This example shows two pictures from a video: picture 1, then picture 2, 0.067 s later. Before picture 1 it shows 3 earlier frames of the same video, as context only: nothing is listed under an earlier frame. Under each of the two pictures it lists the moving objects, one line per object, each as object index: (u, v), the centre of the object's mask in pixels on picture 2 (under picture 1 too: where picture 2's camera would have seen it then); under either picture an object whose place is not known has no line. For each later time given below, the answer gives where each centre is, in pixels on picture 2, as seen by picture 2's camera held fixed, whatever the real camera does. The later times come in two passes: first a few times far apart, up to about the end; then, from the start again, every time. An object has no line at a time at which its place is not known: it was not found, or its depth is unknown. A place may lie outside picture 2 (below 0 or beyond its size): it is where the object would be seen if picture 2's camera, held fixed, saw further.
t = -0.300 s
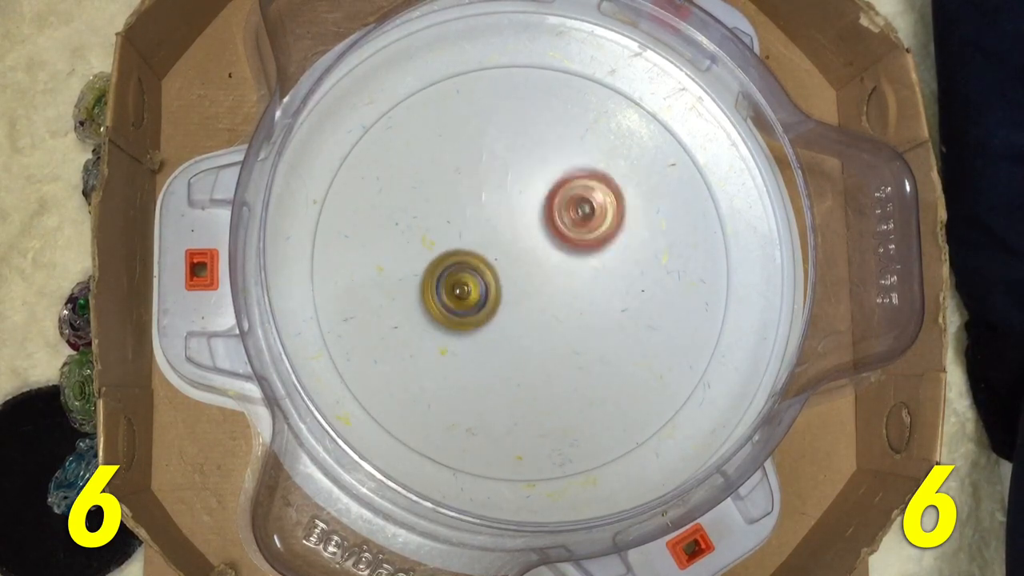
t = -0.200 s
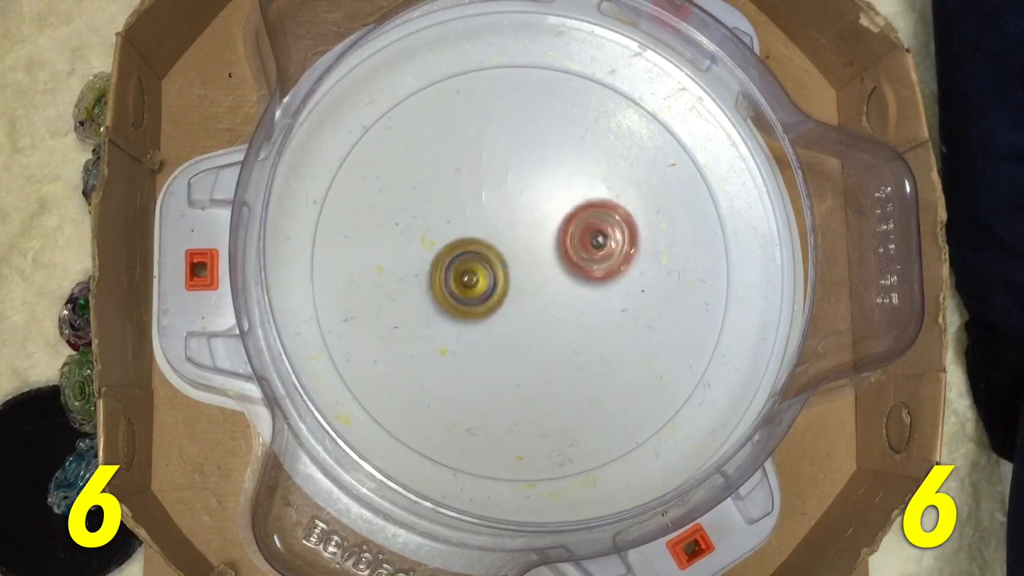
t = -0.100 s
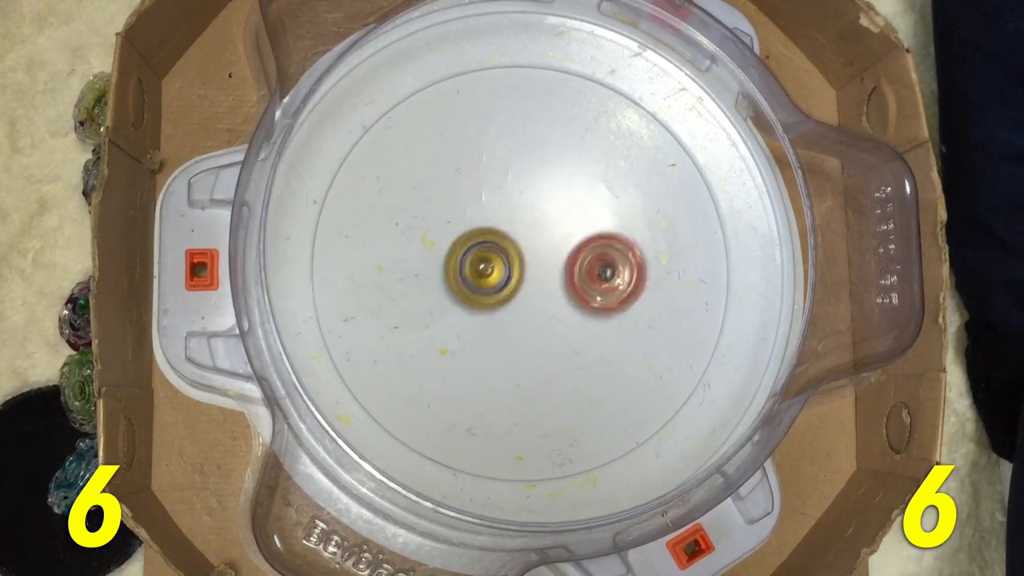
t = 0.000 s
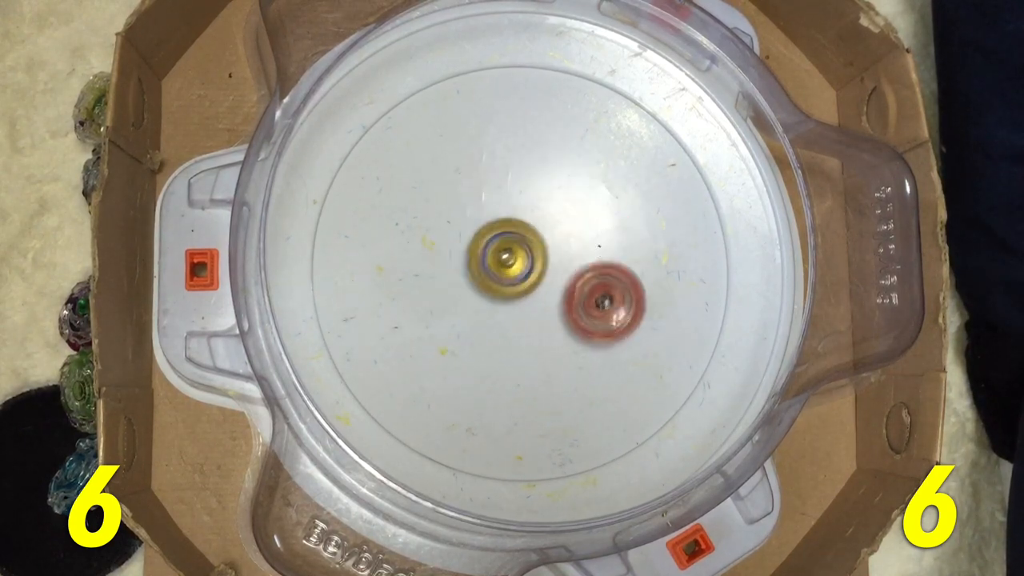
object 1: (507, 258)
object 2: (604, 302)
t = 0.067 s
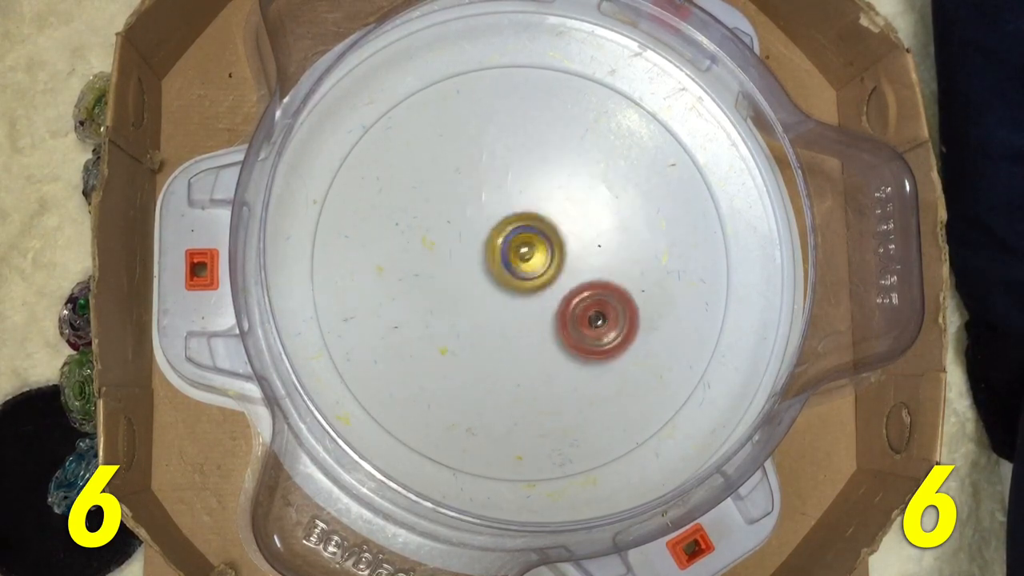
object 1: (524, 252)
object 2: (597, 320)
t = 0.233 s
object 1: (567, 244)
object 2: (569, 344)
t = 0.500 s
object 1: (594, 260)
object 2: (501, 328)
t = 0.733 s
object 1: (573, 277)
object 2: (462, 274)
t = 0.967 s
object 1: (527, 270)
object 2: (468, 211)
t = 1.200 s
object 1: (507, 273)
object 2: (499, 159)
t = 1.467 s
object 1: (505, 257)
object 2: (558, 184)
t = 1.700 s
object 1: (505, 255)
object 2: (600, 247)
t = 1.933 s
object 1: (512, 262)
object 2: (581, 307)
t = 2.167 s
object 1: (513, 247)
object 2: (526, 336)
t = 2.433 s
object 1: (541, 230)
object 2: (472, 300)
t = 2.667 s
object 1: (570, 233)
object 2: (486, 250)
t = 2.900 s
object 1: (594, 280)
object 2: (520, 236)
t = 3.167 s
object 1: (569, 354)
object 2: (542, 243)
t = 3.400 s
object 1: (519, 359)
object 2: (528, 275)
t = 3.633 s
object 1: (454, 311)
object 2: (556, 242)
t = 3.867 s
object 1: (497, 262)
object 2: (571, 233)
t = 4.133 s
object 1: (502, 282)
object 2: (580, 258)
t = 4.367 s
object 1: (488, 267)
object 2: (565, 265)
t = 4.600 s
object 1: (516, 228)
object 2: (566, 277)
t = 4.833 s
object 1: (533, 202)
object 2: (562, 280)
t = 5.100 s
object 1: (511, 217)
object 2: (541, 282)
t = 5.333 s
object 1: (513, 214)
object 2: (535, 286)
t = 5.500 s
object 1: (516, 211)
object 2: (528, 281)
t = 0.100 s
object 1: (534, 250)
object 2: (593, 328)
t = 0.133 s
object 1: (544, 247)
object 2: (588, 335)
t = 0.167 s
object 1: (551, 246)
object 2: (583, 339)
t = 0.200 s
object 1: (560, 245)
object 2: (577, 342)
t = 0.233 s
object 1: (567, 244)
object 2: (569, 344)
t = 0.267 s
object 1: (572, 244)
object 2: (562, 345)
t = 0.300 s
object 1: (578, 245)
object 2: (553, 346)
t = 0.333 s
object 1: (583, 246)
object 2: (544, 346)
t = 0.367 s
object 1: (587, 248)
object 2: (537, 345)
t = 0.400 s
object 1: (590, 251)
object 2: (528, 341)
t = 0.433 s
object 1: (592, 252)
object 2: (519, 337)
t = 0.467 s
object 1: (594, 256)
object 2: (509, 333)
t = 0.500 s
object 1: (594, 260)
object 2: (501, 328)
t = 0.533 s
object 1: (593, 262)
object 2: (494, 323)
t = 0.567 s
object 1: (592, 265)
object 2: (487, 316)
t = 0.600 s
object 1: (590, 269)
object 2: (480, 307)
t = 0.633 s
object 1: (587, 271)
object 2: (474, 299)
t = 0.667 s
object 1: (583, 274)
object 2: (469, 291)
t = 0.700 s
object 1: (578, 276)
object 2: (464, 283)
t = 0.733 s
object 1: (573, 277)
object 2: (462, 274)
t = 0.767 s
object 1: (567, 278)
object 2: (460, 264)
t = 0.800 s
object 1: (561, 278)
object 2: (459, 253)
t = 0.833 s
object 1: (554, 278)
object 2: (459, 244)
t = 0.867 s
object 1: (548, 277)
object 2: (459, 236)
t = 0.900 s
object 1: (541, 275)
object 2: (461, 227)
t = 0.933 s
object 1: (533, 273)
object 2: (464, 218)
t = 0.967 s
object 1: (527, 270)
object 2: (468, 211)
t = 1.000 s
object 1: (523, 274)
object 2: (468, 198)
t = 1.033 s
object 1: (521, 278)
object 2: (470, 186)
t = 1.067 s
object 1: (517, 278)
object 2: (475, 179)
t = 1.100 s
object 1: (514, 277)
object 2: (480, 172)
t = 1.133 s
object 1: (512, 276)
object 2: (486, 165)
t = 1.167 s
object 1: (509, 275)
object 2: (492, 161)
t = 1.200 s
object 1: (507, 273)
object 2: (499, 159)
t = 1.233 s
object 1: (506, 271)
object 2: (506, 158)
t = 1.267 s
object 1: (504, 269)
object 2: (513, 157)
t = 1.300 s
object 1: (503, 268)
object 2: (520, 158)
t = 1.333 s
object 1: (502, 265)
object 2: (528, 161)
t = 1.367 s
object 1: (502, 263)
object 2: (536, 166)
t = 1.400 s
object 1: (503, 261)
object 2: (544, 172)
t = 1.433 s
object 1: (504, 258)
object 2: (552, 177)
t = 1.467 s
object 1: (505, 257)
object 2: (558, 184)
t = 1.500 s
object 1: (507, 254)
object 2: (565, 193)
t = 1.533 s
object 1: (509, 253)
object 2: (572, 202)
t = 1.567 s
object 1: (507, 252)
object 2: (582, 209)
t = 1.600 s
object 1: (506, 252)
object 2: (590, 218)
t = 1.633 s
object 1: (507, 254)
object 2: (594, 228)
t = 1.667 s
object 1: (504, 254)
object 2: (598, 238)
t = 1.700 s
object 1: (505, 255)
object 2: (600, 247)
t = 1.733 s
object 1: (506, 255)
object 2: (601, 255)
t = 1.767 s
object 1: (505, 257)
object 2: (600, 265)
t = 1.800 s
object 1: (507, 256)
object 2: (598, 275)
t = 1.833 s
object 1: (507, 258)
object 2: (597, 283)
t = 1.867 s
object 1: (508, 259)
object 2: (592, 291)
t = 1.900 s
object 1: (509, 259)
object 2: (587, 299)
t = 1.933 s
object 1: (512, 262)
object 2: (581, 307)
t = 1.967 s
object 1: (512, 261)
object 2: (575, 313)
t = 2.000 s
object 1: (513, 260)
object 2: (568, 320)
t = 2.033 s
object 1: (514, 258)
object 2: (559, 325)
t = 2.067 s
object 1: (512, 254)
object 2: (553, 332)
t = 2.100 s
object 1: (513, 251)
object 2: (545, 336)
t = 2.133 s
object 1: (514, 251)
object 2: (536, 337)
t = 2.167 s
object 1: (513, 247)
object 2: (526, 336)
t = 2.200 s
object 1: (514, 243)
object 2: (521, 334)
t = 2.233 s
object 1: (517, 243)
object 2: (513, 331)
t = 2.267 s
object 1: (516, 241)
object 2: (504, 326)
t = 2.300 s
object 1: (519, 238)
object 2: (499, 322)
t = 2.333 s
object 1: (523, 238)
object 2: (493, 315)
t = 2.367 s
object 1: (525, 238)
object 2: (486, 309)
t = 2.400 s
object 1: (533, 233)
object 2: (477, 306)
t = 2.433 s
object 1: (541, 230)
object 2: (472, 300)
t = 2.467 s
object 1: (547, 227)
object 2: (468, 292)
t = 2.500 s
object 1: (553, 228)
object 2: (469, 284)
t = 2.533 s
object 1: (558, 227)
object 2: (470, 275)
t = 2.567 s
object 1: (562, 228)
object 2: (473, 268)
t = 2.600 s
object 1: (566, 228)
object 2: (477, 262)
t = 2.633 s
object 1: (568, 230)
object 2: (482, 255)
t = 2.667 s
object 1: (570, 233)
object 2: (486, 250)
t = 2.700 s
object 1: (574, 236)
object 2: (492, 245)
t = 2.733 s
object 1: (581, 244)
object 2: (491, 240)
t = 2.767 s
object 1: (587, 252)
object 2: (493, 237)
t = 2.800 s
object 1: (592, 259)
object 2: (499, 235)
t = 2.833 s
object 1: (593, 266)
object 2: (504, 233)
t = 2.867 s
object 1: (594, 272)
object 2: (512, 235)
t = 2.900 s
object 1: (594, 280)
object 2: (520, 236)
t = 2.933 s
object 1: (594, 289)
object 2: (523, 237)
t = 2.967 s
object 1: (594, 299)
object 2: (528, 237)
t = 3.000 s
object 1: (592, 308)
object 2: (531, 238)
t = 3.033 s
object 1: (589, 316)
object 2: (536, 243)
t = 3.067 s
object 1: (585, 321)
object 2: (541, 248)
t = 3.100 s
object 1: (581, 333)
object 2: (542, 248)
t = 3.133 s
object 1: (576, 345)
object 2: (542, 245)
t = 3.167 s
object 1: (569, 354)
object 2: (542, 243)
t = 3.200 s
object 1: (562, 362)
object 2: (541, 247)
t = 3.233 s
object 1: (555, 368)
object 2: (541, 251)
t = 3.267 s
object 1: (548, 371)
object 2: (538, 258)
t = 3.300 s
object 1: (541, 369)
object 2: (537, 264)
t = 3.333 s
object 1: (534, 368)
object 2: (533, 267)
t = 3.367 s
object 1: (526, 364)
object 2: (531, 273)
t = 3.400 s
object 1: (519, 359)
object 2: (528, 275)
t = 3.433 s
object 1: (506, 356)
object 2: (531, 274)
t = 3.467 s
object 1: (488, 356)
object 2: (539, 265)
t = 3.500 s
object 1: (474, 351)
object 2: (545, 260)
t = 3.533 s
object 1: (463, 341)
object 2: (549, 254)
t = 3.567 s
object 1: (456, 331)
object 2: (551, 251)
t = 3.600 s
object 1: (454, 321)
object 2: (553, 245)
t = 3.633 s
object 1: (454, 311)
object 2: (556, 242)
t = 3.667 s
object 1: (457, 301)
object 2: (558, 237)
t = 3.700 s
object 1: (462, 291)
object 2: (560, 236)
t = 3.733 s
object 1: (470, 282)
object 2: (561, 233)
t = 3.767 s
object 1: (478, 274)
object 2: (562, 235)
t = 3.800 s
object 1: (486, 268)
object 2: (563, 233)
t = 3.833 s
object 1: (491, 264)
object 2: (569, 233)
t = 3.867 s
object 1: (497, 262)
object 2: (571, 233)
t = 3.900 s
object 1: (495, 260)
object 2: (579, 236)
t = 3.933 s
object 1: (496, 258)
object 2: (584, 240)
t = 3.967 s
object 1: (500, 259)
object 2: (587, 245)
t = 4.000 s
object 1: (503, 263)
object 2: (585, 247)
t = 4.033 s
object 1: (505, 269)
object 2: (586, 248)
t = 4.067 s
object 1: (503, 275)
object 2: (584, 252)
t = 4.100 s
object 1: (501, 278)
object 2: (583, 254)
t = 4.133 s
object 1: (502, 282)
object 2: (580, 258)
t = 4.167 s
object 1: (495, 282)
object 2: (580, 261)
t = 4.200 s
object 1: (488, 278)
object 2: (584, 266)
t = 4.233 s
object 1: (484, 275)
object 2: (581, 270)
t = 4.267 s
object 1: (483, 272)
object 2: (576, 271)
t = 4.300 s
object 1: (484, 270)
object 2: (571, 271)
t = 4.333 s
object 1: (485, 267)
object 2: (567, 267)
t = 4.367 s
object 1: (488, 267)
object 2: (565, 265)
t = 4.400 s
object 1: (492, 266)
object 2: (564, 264)
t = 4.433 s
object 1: (495, 265)
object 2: (566, 262)
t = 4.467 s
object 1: (499, 260)
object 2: (568, 266)
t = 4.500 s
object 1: (503, 252)
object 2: (569, 267)
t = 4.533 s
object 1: (508, 245)
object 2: (568, 271)
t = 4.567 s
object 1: (513, 236)
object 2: (565, 274)
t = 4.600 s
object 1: (516, 228)
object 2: (566, 277)
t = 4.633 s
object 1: (517, 220)
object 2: (568, 282)
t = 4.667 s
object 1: (520, 214)
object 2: (568, 284)
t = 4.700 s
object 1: (523, 211)
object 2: (570, 284)
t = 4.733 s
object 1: (527, 208)
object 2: (569, 285)
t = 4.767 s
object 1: (529, 205)
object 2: (567, 286)
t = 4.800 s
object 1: (532, 203)
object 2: (564, 283)
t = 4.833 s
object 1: (533, 202)
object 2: (562, 280)
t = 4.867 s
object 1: (532, 203)
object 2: (559, 278)
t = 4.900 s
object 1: (530, 206)
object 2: (556, 276)
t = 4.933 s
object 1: (527, 206)
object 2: (553, 278)
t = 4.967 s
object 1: (525, 208)
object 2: (552, 280)
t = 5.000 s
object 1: (523, 210)
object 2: (550, 281)
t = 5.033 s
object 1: (519, 214)
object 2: (547, 280)
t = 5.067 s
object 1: (515, 216)
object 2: (543, 281)
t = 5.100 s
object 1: (511, 217)
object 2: (541, 282)
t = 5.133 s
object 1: (508, 218)
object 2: (540, 282)
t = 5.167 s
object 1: (507, 217)
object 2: (540, 282)
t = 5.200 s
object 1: (507, 217)
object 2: (538, 284)
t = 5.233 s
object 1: (509, 216)
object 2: (537, 285)
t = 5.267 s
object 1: (511, 215)
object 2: (536, 286)
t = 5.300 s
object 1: (512, 215)
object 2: (536, 287)
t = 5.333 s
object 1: (513, 214)
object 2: (535, 286)
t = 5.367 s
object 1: (515, 213)
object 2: (534, 284)
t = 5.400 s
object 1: (516, 211)
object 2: (531, 282)
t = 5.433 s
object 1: (516, 211)
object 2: (529, 281)
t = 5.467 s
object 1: (516, 211)
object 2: (528, 281)
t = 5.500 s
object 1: (516, 211)
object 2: (528, 281)
